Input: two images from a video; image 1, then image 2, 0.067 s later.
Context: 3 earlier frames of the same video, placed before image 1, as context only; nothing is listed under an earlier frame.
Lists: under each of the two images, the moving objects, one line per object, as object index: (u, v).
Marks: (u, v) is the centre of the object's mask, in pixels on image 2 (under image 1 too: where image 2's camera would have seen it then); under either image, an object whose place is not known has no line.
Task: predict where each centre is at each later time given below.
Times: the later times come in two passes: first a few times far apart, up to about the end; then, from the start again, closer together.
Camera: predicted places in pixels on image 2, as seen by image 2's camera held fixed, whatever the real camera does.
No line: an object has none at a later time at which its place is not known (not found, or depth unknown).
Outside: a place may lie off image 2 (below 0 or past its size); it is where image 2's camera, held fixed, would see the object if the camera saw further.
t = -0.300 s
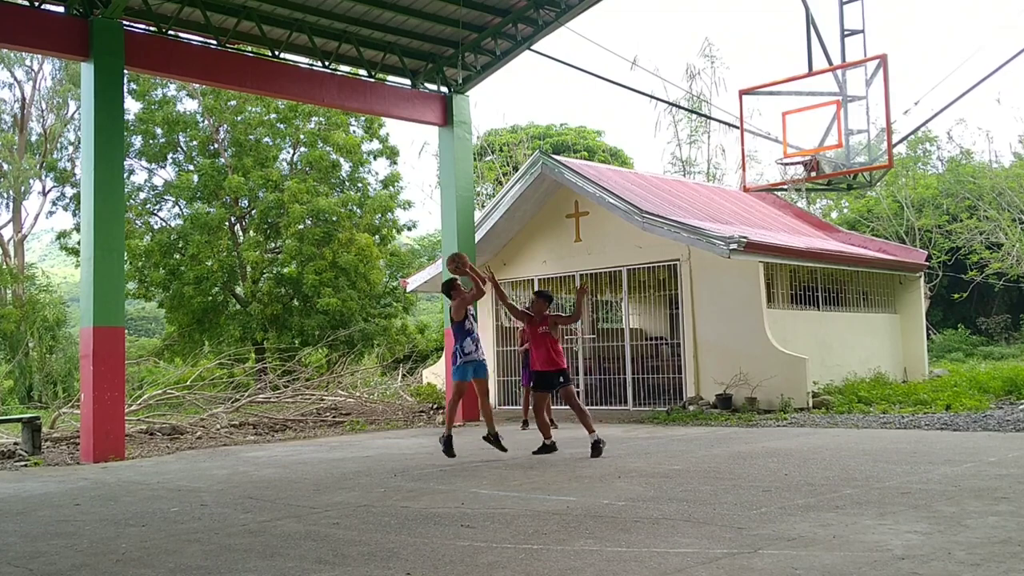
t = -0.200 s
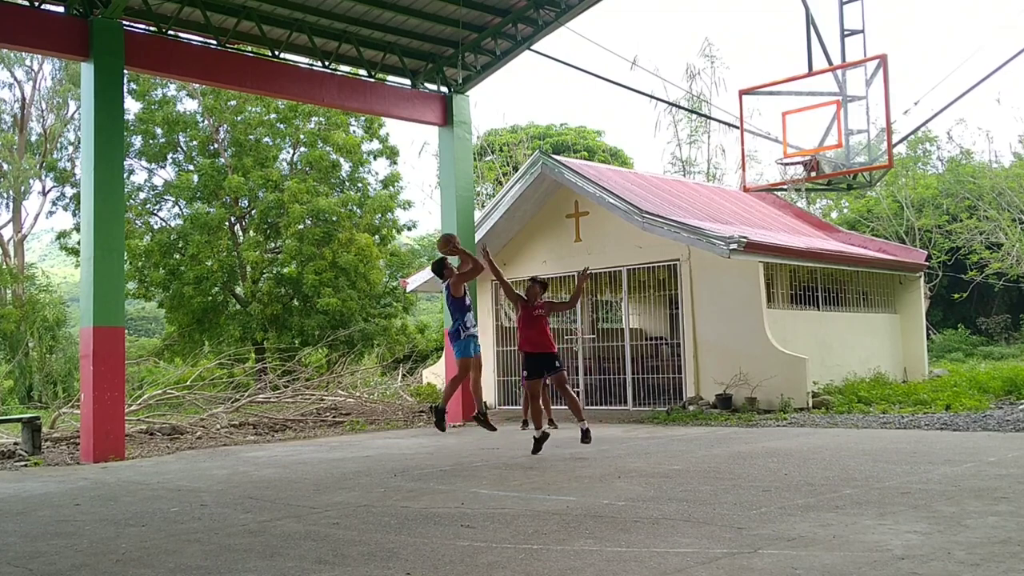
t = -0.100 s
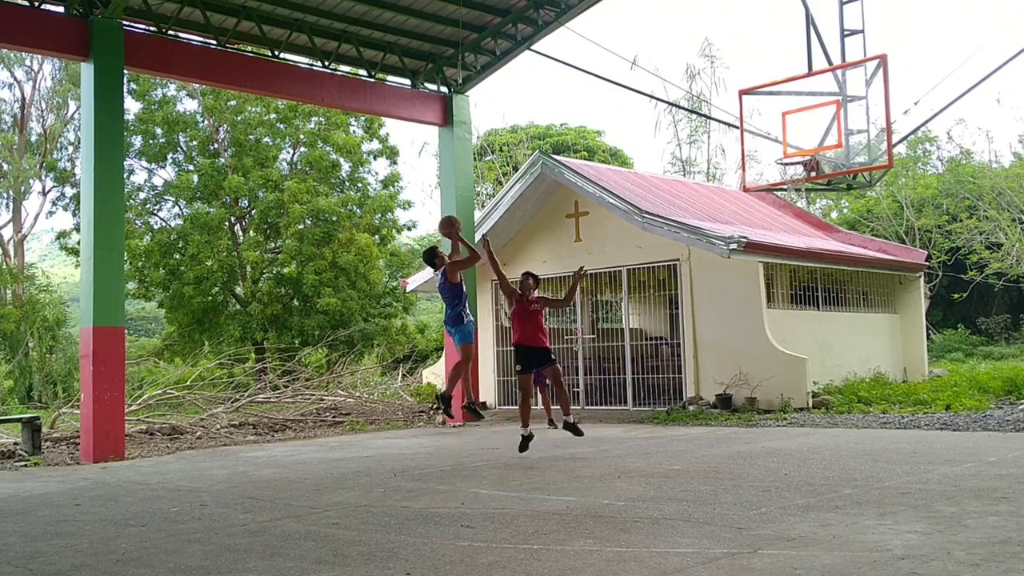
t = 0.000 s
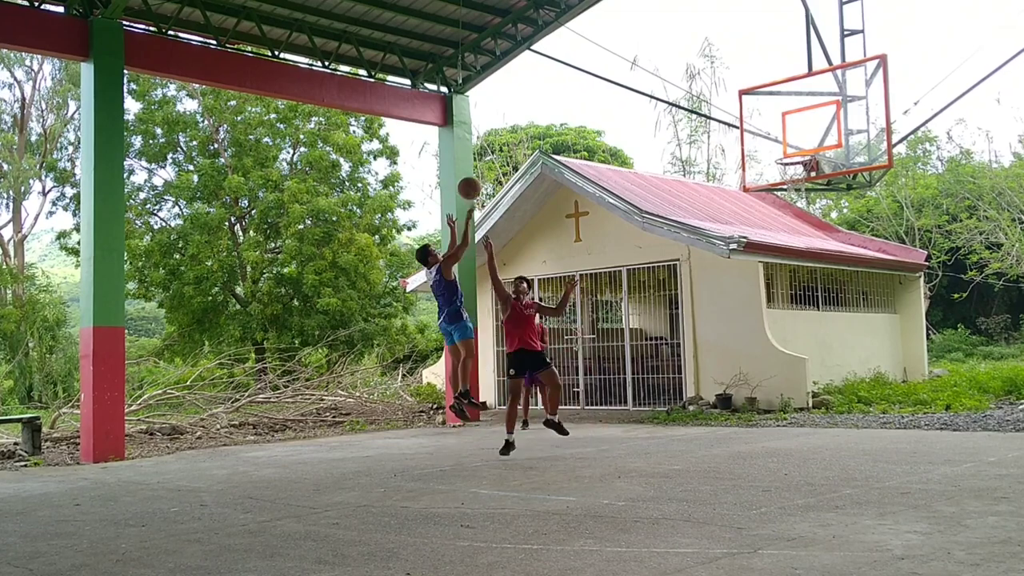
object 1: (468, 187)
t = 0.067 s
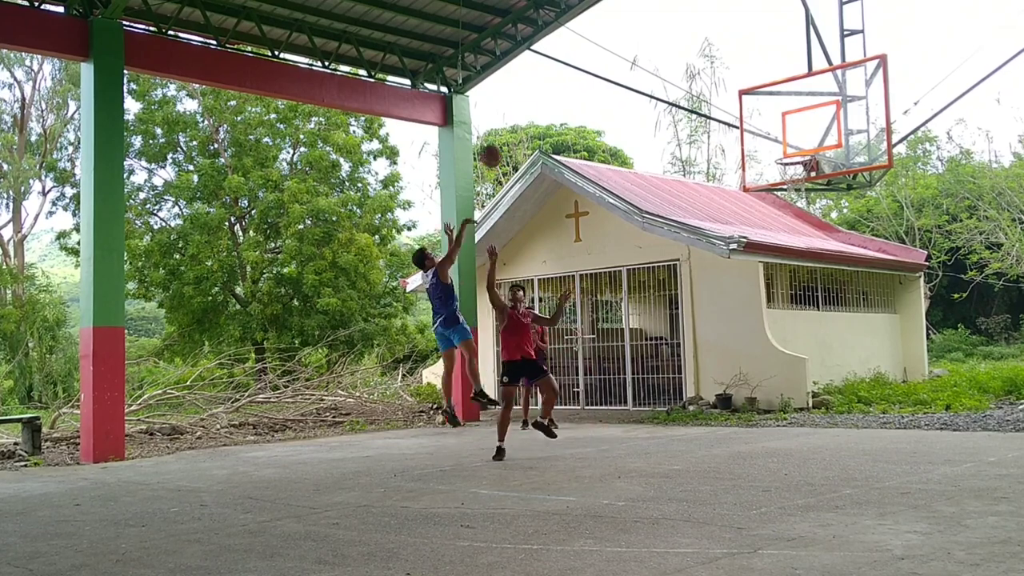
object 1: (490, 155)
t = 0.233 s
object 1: (544, 93)
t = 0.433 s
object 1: (608, 55)
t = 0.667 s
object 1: (682, 55)
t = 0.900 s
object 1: (756, 105)
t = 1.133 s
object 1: (797, 155)
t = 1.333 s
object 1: (769, 147)
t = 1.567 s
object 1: (743, 177)
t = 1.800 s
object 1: (721, 256)
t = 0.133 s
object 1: (511, 127)
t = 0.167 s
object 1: (522, 115)
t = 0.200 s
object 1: (533, 104)
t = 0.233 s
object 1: (544, 93)
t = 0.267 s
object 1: (555, 84)
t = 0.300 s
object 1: (565, 76)
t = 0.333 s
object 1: (576, 69)
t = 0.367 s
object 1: (586, 63)
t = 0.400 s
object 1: (597, 58)
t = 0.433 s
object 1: (608, 55)
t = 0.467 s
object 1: (619, 52)
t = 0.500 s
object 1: (629, 49)
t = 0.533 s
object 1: (640, 48)
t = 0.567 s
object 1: (651, 49)
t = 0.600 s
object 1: (661, 50)
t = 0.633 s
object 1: (672, 52)
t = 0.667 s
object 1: (682, 55)
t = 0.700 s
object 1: (693, 60)
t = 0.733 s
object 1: (704, 64)
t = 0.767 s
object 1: (714, 70)
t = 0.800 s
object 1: (725, 78)
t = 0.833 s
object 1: (735, 85)
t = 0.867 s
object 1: (746, 94)
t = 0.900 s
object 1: (756, 105)
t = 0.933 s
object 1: (768, 115)
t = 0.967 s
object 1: (778, 127)
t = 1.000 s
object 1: (789, 139)
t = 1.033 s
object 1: (798, 149)
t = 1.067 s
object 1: (802, 152)
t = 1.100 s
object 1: (800, 153)
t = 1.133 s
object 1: (797, 155)
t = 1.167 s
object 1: (789, 153)
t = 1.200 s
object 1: (783, 149)
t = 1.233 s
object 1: (780, 148)
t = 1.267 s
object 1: (776, 147)
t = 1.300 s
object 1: (772, 146)
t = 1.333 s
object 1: (769, 147)
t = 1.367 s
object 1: (765, 148)
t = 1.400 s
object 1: (761, 150)
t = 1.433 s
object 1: (757, 154)
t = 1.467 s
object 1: (754, 158)
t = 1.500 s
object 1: (750, 163)
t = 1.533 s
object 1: (747, 170)
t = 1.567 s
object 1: (743, 177)
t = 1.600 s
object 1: (740, 185)
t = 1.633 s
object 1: (737, 195)
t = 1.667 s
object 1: (733, 205)
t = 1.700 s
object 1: (730, 216)
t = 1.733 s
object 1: (727, 228)
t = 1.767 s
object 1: (724, 242)
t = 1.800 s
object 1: (721, 256)
